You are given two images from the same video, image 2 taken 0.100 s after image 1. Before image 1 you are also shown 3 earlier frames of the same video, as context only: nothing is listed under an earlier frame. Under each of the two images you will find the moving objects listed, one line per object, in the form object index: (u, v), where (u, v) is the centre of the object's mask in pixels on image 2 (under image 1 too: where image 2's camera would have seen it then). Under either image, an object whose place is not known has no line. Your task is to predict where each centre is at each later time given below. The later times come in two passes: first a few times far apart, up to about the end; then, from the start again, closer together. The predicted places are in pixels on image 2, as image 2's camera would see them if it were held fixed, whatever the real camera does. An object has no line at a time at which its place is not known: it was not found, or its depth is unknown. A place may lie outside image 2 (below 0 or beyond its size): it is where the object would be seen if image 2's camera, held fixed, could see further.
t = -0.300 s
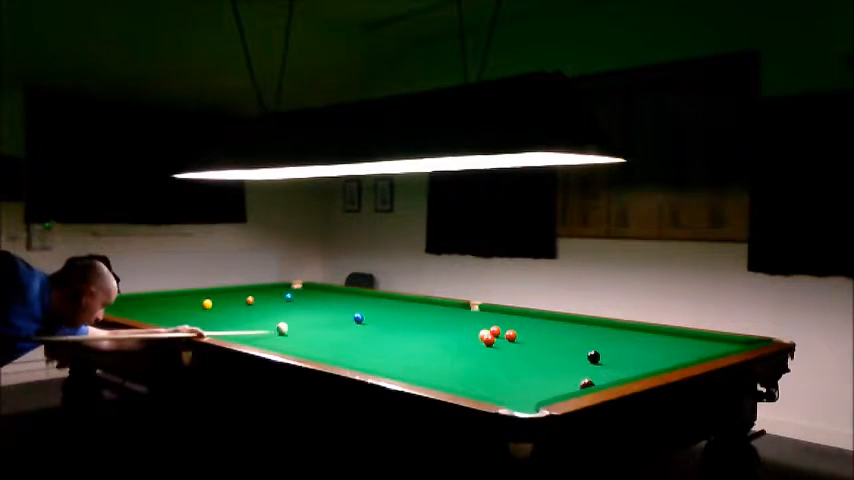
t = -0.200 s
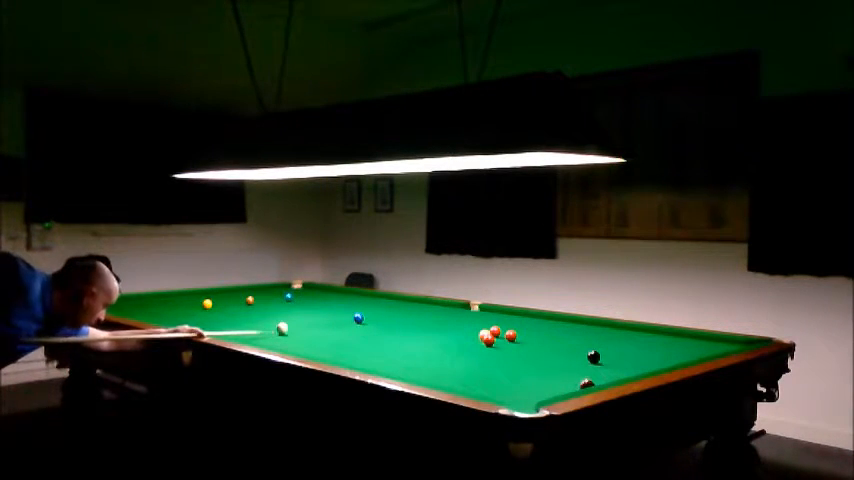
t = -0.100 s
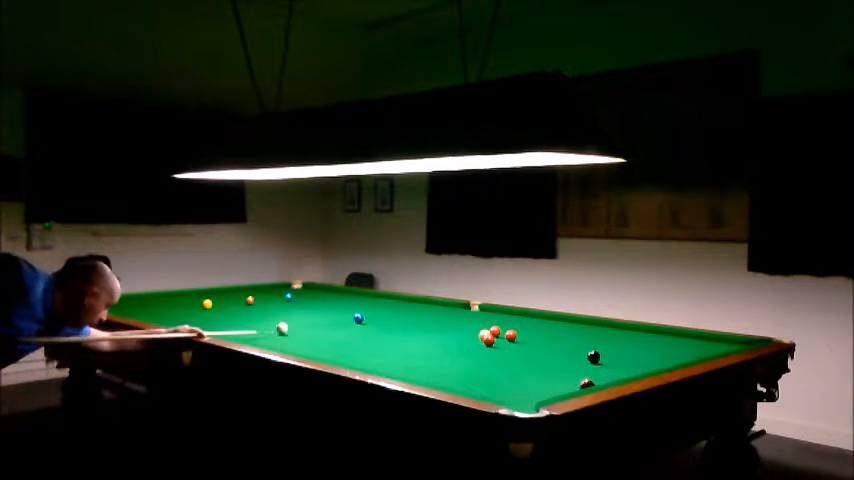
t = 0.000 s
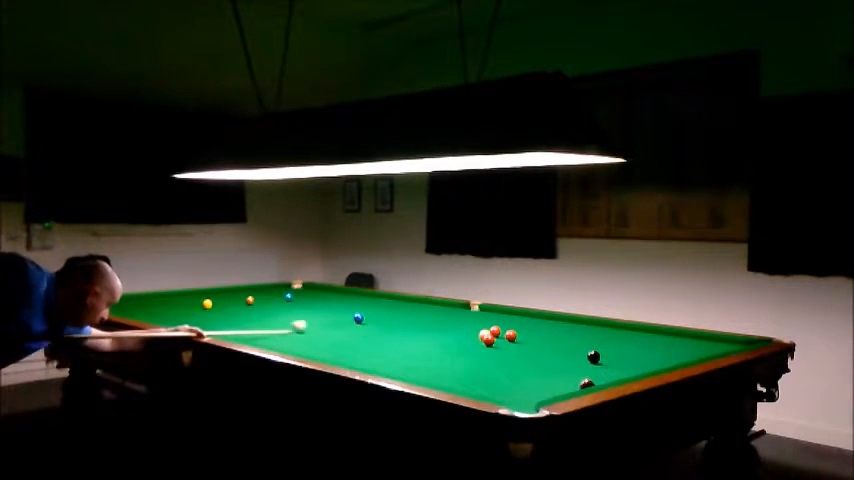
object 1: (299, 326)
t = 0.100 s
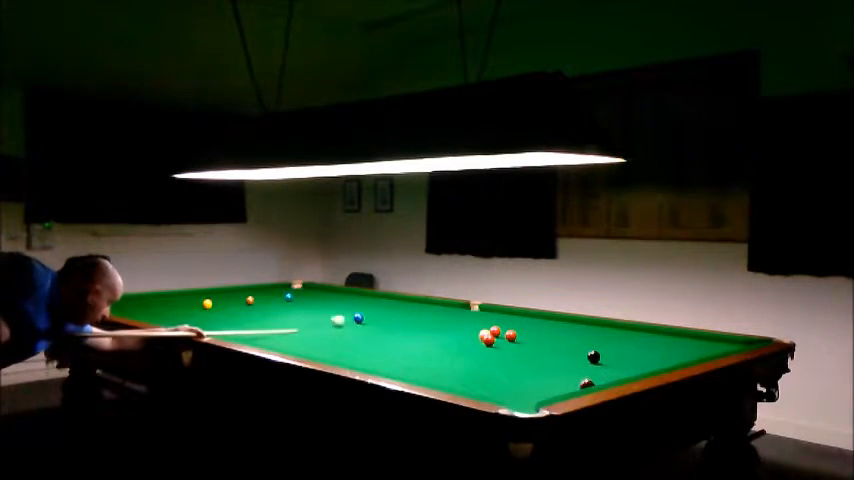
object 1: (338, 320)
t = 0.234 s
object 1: (349, 318)
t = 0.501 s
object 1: (339, 319)
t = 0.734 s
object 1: (331, 319)
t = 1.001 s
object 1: (322, 320)
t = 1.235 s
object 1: (316, 320)
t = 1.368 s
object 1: (315, 319)
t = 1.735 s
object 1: (305, 321)
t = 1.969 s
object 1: (298, 322)
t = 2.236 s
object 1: (294, 322)
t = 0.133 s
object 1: (348, 319)
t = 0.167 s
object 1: (351, 318)
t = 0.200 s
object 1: (350, 318)
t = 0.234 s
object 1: (349, 318)
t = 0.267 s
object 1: (347, 318)
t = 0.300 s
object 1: (346, 319)
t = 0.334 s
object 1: (345, 319)
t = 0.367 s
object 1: (344, 319)
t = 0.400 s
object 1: (342, 319)
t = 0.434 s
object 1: (341, 319)
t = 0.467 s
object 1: (340, 319)
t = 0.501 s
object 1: (339, 319)
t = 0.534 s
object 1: (337, 319)
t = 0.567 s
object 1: (337, 319)
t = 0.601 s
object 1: (335, 319)
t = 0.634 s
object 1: (334, 319)
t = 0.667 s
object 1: (333, 319)
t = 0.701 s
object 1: (332, 319)
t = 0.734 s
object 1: (331, 319)
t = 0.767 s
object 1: (330, 319)
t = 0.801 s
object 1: (328, 320)
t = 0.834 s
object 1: (327, 320)
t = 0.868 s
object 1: (326, 320)
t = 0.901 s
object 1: (325, 320)
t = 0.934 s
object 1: (325, 320)
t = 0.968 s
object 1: (323, 320)
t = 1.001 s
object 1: (322, 320)
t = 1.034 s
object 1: (321, 320)
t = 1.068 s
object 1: (320, 320)
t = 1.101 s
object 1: (319, 320)
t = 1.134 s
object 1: (318, 320)
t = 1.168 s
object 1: (317, 320)
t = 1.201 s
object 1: (316, 320)
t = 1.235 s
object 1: (316, 320)
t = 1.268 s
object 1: (315, 320)
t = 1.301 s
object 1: (314, 321)
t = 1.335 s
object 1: (311, 318)
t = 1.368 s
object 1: (315, 319)
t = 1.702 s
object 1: (305, 321)
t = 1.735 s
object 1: (305, 321)
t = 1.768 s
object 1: (303, 321)
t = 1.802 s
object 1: (302, 321)
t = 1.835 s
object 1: (301, 321)
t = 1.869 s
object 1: (300, 321)
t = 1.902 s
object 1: (300, 321)
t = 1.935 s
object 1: (299, 321)
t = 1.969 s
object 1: (298, 322)
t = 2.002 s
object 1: (298, 321)
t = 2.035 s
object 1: (297, 321)
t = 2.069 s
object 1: (297, 321)
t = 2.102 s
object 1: (296, 321)
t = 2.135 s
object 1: (296, 322)
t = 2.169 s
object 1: (295, 322)
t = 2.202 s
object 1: (295, 322)
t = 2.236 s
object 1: (294, 322)
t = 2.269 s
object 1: (294, 322)
